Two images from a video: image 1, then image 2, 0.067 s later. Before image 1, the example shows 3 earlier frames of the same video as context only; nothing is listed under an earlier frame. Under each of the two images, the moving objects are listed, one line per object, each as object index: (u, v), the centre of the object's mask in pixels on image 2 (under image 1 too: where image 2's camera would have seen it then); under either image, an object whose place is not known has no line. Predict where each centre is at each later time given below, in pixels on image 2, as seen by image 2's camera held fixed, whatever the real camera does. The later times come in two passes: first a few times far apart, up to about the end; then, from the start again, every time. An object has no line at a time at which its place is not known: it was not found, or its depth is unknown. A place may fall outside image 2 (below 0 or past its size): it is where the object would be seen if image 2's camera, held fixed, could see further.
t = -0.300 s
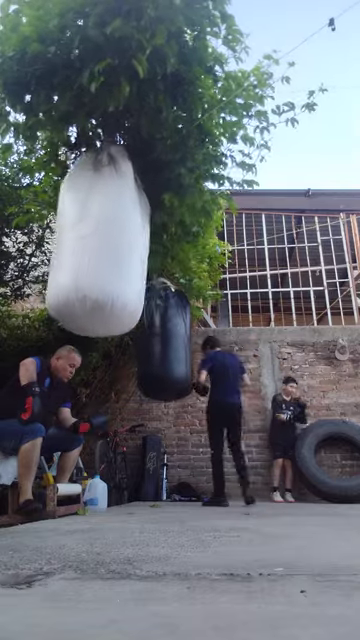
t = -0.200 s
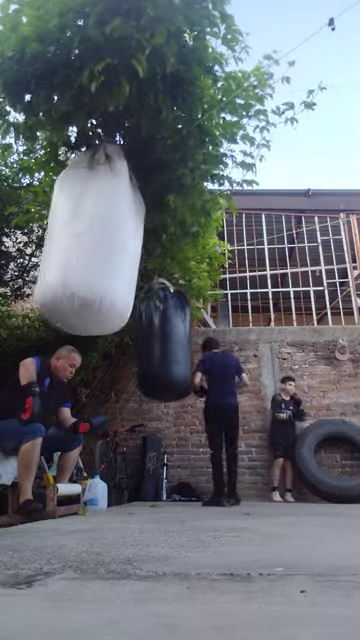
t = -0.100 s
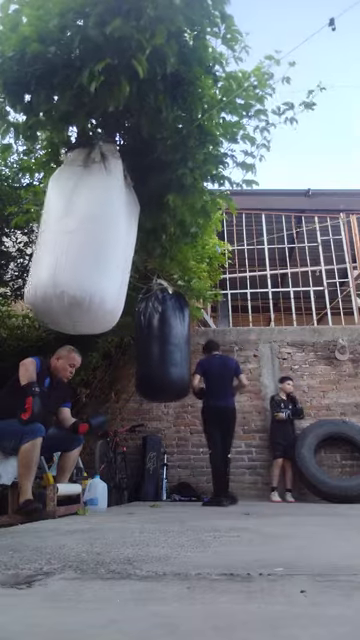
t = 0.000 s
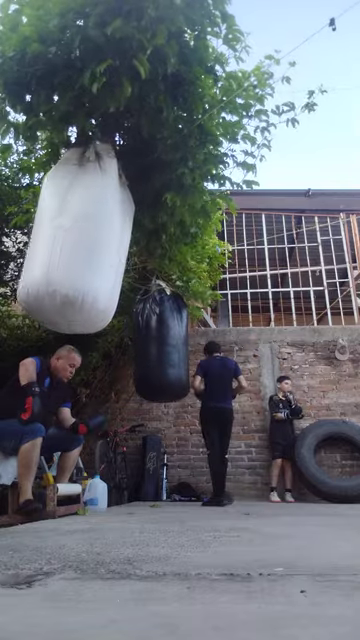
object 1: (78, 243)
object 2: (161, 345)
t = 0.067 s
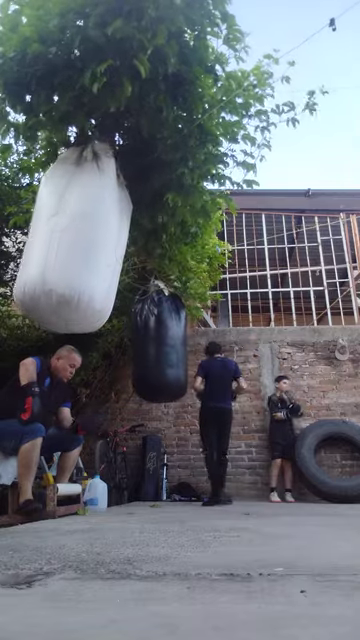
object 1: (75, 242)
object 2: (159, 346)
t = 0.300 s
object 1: (72, 242)
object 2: (153, 347)
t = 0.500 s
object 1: (78, 245)
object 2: (147, 348)
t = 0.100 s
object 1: (74, 242)
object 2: (158, 346)
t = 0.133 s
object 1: (73, 242)
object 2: (157, 347)
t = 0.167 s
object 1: (73, 242)
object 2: (156, 347)
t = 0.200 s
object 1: (72, 242)
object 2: (155, 347)
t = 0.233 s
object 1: (72, 242)
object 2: (154, 347)
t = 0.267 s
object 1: (72, 242)
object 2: (154, 347)
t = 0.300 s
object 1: (72, 242)
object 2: (153, 347)
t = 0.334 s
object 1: (73, 243)
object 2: (151, 347)
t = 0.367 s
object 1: (73, 243)
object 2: (150, 347)
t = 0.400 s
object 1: (74, 243)
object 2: (149, 348)
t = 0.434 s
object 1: (75, 244)
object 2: (148, 348)
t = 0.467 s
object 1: (76, 244)
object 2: (148, 348)
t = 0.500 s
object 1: (78, 245)
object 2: (147, 348)
